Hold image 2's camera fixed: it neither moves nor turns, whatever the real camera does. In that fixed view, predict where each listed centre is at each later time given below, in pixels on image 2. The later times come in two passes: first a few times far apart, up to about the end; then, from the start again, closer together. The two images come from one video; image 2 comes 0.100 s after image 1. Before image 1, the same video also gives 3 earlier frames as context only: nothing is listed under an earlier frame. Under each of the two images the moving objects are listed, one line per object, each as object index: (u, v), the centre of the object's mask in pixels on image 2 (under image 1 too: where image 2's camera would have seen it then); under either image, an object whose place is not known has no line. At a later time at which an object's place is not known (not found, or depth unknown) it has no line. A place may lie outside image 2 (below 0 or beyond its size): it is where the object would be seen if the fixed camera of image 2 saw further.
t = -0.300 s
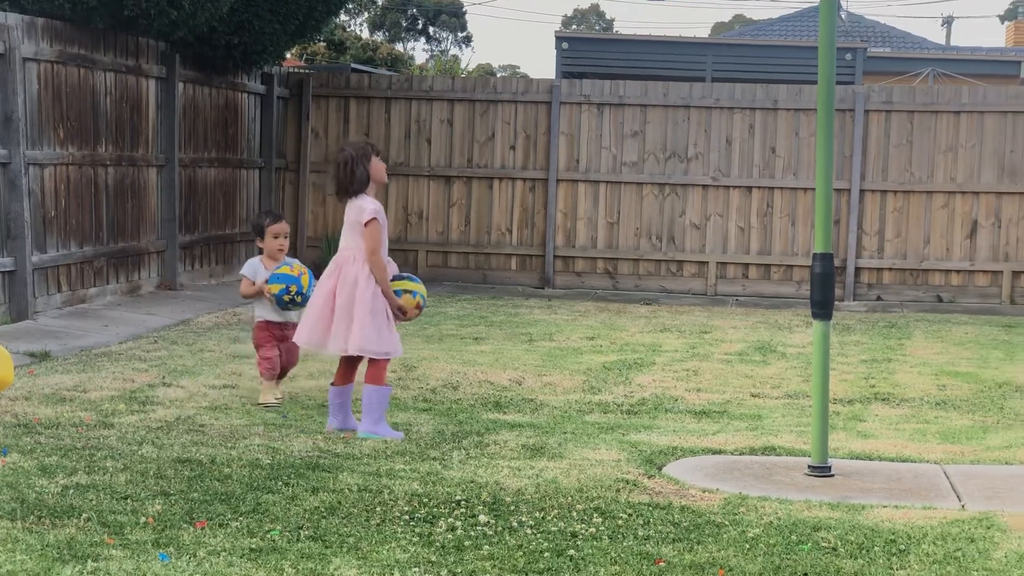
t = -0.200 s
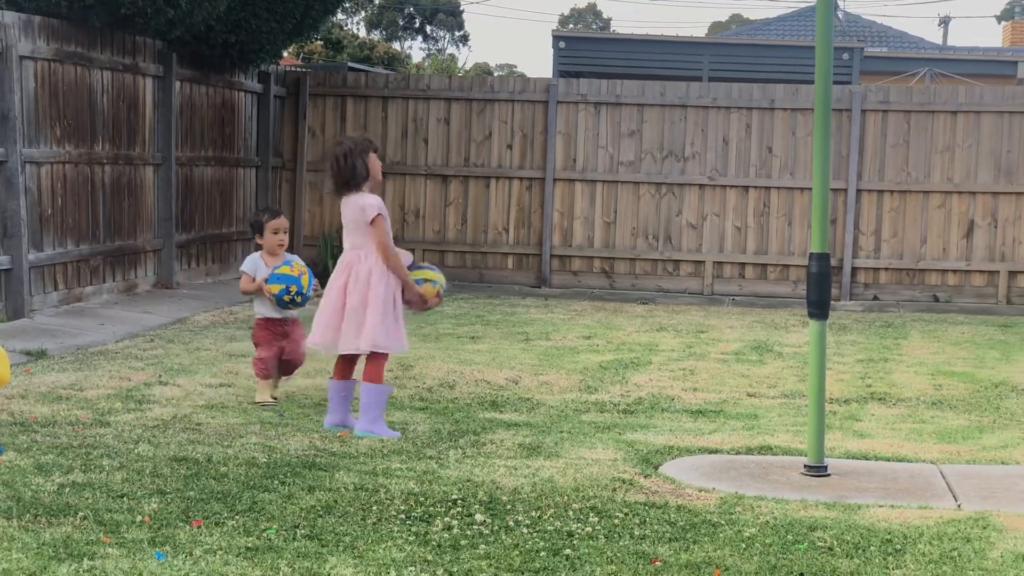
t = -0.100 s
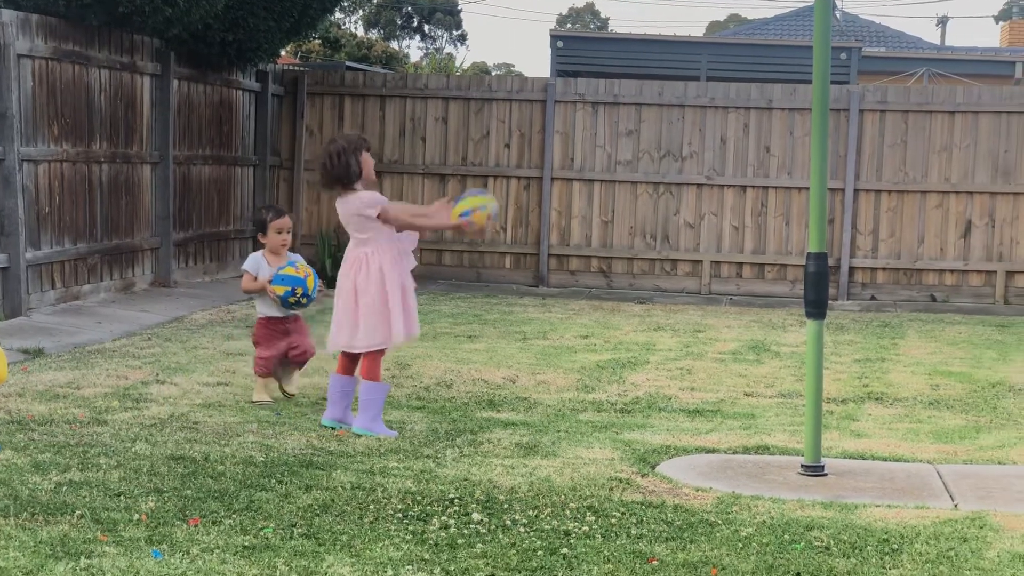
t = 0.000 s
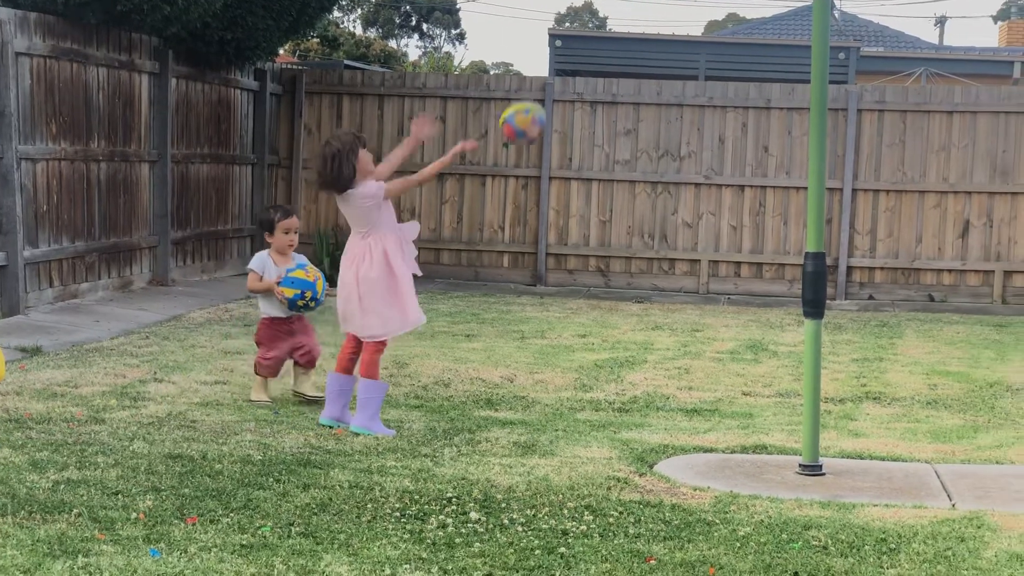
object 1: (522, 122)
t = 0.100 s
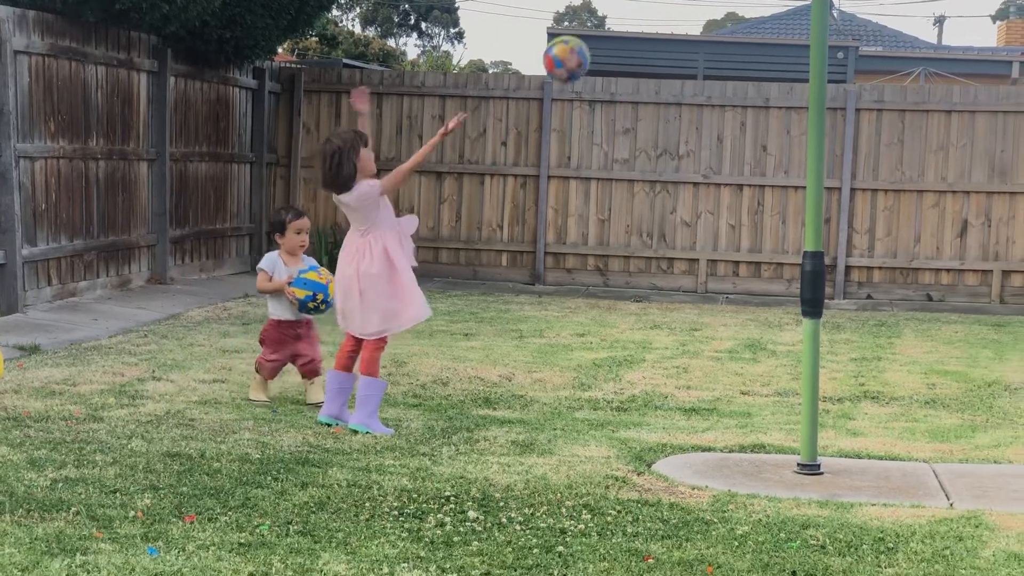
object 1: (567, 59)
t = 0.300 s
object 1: (642, 18)
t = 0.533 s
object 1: (715, 85)
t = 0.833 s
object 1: (785, 357)
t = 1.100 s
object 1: (789, 295)
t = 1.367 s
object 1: (786, 310)
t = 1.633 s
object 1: (780, 372)
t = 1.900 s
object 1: (768, 400)
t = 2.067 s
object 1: (758, 399)
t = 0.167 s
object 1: (594, 31)
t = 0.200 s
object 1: (606, 22)
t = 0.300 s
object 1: (642, 18)
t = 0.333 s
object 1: (653, 19)
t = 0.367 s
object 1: (664, 23)
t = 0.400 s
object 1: (675, 29)
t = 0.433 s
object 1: (685, 40)
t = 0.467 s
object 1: (695, 53)
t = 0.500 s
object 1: (705, 67)
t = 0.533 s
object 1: (715, 85)
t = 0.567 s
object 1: (724, 105)
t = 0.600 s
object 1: (733, 129)
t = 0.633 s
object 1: (741, 155)
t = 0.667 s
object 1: (748, 183)
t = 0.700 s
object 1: (756, 212)
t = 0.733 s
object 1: (764, 246)
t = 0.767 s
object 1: (771, 280)
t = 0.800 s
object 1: (779, 318)
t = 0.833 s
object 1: (785, 357)
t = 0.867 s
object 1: (788, 397)
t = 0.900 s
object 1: (790, 386)
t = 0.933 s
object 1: (790, 364)
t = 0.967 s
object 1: (790, 345)
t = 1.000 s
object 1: (790, 329)
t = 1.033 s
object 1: (790, 315)
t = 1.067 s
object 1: (789, 304)
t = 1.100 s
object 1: (789, 295)
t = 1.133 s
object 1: (788, 287)
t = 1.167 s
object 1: (788, 283)
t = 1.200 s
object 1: (788, 281)
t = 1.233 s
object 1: (788, 282)
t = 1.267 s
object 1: (787, 285)
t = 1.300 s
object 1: (787, 291)
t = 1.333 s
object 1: (786, 299)
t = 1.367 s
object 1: (786, 310)
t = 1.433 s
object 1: (785, 339)
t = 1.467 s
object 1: (784, 357)
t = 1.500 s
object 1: (782, 378)
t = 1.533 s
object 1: (781, 399)
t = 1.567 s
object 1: (781, 391)
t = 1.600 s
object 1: (780, 381)
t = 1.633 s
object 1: (780, 372)
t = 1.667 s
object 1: (779, 367)
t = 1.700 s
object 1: (778, 365)
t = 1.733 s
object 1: (777, 365)
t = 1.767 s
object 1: (775, 367)
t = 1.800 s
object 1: (773, 372)
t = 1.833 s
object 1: (772, 379)
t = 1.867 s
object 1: (770, 390)
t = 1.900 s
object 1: (768, 400)
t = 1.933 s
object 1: (766, 397)
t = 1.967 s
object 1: (764, 394)
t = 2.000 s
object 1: (762, 394)
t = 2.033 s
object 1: (761, 395)
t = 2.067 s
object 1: (758, 399)
